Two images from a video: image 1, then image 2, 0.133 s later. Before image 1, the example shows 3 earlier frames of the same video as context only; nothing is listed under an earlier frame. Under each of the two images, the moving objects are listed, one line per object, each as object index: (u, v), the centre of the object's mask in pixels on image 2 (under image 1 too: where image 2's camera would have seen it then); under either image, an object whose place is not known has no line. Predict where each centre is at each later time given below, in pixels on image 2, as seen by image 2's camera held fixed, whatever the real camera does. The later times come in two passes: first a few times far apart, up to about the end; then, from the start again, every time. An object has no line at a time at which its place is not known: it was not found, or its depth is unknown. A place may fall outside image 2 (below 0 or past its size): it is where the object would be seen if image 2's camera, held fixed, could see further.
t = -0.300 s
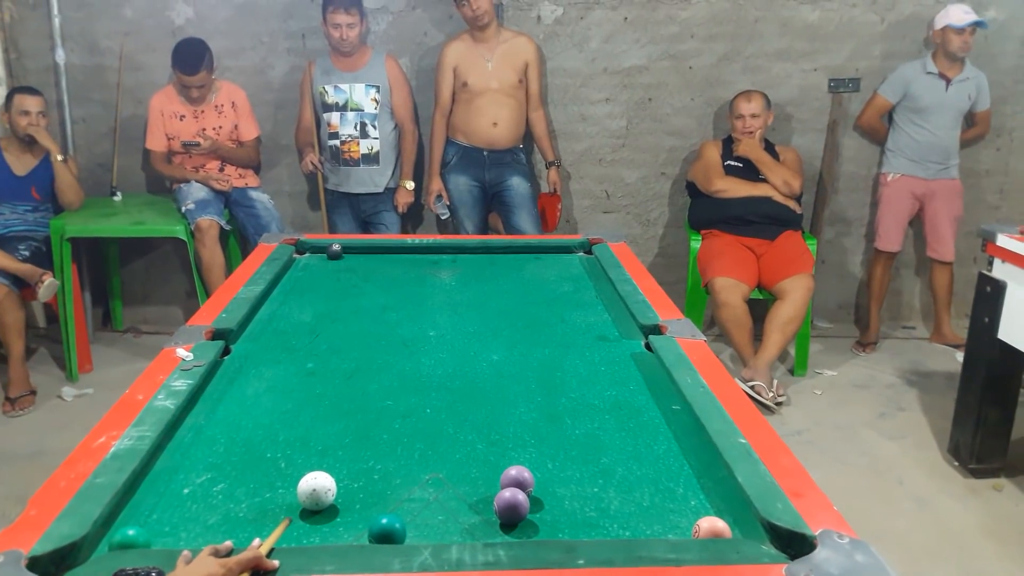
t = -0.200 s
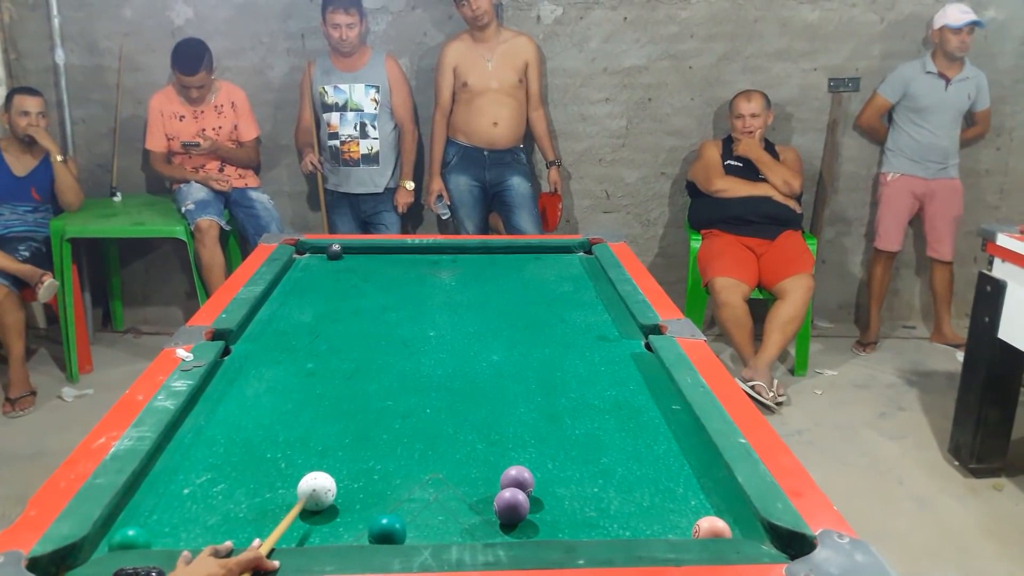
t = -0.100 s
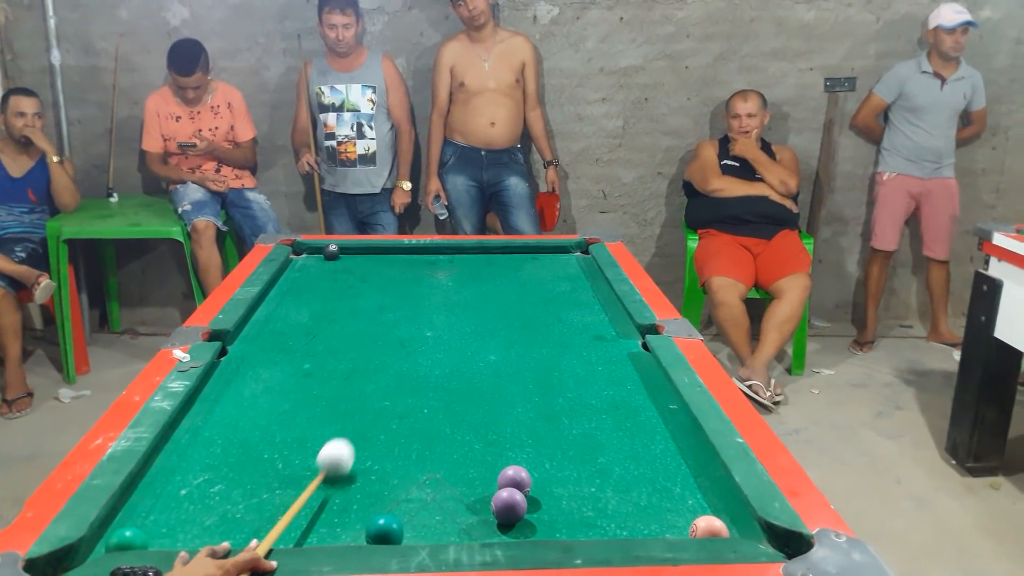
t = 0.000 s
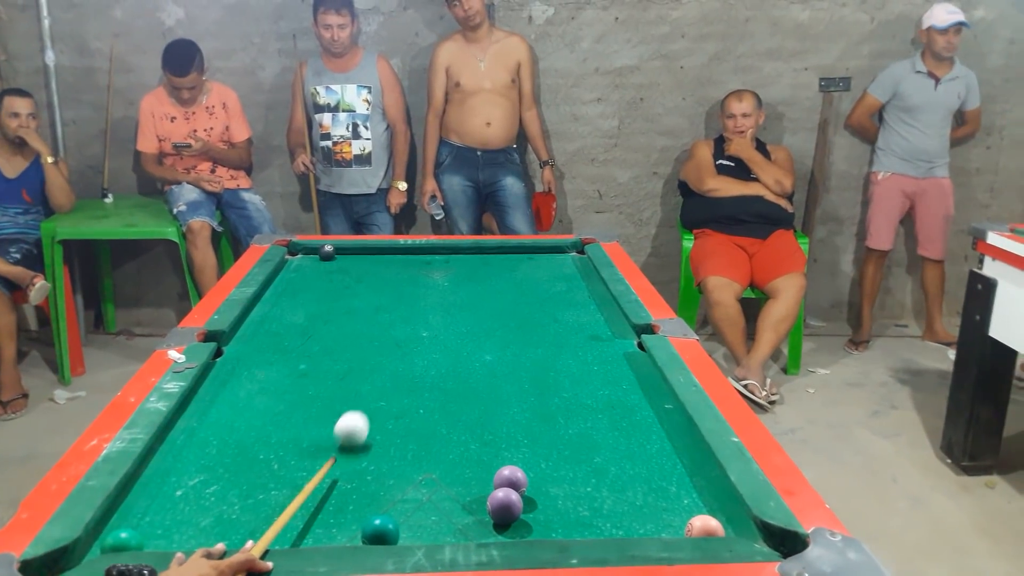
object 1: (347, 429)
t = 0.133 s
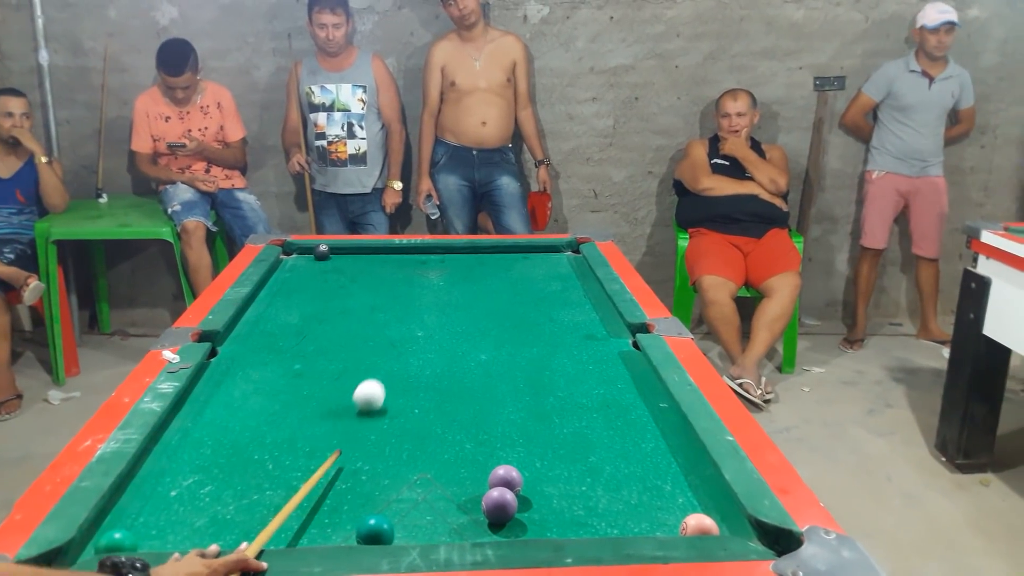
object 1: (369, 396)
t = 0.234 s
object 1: (384, 375)
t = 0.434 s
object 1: (408, 340)
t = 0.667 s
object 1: (429, 308)
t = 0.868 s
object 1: (444, 286)
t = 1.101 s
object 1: (458, 265)
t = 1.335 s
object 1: (470, 249)
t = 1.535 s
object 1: (478, 260)
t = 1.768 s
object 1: (488, 273)
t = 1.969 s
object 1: (497, 285)
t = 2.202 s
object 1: (509, 300)
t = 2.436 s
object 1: (523, 316)
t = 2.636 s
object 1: (535, 331)
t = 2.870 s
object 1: (550, 349)
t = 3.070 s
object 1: (563, 365)
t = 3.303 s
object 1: (580, 386)
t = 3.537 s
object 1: (598, 407)
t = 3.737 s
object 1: (614, 427)
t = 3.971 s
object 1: (633, 450)
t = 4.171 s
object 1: (651, 471)
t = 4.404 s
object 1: (673, 496)
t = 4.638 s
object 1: (686, 506)
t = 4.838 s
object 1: (689, 503)
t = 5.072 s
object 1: (691, 502)
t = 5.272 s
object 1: (691, 501)
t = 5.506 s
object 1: (690, 501)
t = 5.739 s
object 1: (690, 502)
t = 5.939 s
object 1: (689, 502)
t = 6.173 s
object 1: (689, 502)
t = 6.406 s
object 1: (689, 502)
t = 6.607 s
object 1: (689, 502)
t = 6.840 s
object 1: (689, 502)
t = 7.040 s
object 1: (690, 502)
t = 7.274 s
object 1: (689, 502)
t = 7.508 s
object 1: (689, 502)
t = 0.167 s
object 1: (375, 388)
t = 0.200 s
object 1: (379, 381)
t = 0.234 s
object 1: (384, 375)
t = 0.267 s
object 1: (388, 368)
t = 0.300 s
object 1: (392, 362)
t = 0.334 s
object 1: (396, 356)
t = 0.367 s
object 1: (400, 350)
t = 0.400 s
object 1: (404, 345)
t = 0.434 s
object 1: (408, 340)
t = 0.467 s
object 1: (411, 335)
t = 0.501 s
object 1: (414, 330)
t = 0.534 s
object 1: (418, 325)
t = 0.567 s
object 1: (421, 321)
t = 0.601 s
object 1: (424, 316)
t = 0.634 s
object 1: (427, 312)
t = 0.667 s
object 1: (429, 308)
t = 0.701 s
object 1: (432, 304)
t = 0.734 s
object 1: (435, 300)
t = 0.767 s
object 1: (437, 297)
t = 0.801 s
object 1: (440, 293)
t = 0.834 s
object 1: (442, 290)
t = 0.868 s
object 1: (444, 286)
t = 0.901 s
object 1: (446, 283)
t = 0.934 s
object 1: (449, 280)
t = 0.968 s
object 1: (451, 277)
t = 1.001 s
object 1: (453, 274)
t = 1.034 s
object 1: (455, 271)
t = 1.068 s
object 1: (457, 268)
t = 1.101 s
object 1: (458, 265)
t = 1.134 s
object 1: (460, 263)
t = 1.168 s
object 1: (462, 260)
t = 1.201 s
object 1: (464, 257)
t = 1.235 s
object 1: (465, 255)
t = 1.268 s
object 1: (467, 253)
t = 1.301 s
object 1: (468, 250)
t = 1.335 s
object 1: (470, 249)
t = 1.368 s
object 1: (471, 251)
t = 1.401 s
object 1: (472, 253)
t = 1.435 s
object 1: (474, 255)
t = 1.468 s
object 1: (475, 256)
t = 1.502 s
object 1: (476, 258)
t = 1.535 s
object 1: (478, 260)
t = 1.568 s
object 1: (479, 262)
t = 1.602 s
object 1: (481, 264)
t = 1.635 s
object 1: (482, 266)
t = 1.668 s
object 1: (484, 268)
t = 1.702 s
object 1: (485, 269)
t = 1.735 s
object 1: (486, 271)
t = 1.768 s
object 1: (488, 273)
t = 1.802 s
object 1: (489, 275)
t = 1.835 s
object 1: (491, 277)
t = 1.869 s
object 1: (493, 279)
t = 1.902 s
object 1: (494, 281)
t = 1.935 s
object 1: (496, 283)
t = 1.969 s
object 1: (497, 285)
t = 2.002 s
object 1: (499, 287)
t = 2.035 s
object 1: (500, 290)
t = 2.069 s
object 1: (502, 292)
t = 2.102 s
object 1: (504, 294)
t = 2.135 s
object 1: (506, 296)
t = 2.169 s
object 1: (508, 298)
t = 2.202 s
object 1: (509, 300)
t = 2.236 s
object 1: (511, 303)
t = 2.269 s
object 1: (513, 305)
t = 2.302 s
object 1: (515, 307)
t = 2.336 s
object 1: (517, 309)
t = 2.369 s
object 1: (519, 312)
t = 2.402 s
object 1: (521, 314)
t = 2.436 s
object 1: (523, 316)
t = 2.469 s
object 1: (525, 319)
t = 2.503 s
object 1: (527, 321)
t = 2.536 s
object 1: (529, 324)
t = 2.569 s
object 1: (531, 326)
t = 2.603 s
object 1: (533, 328)
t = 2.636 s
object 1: (535, 331)
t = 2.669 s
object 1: (537, 333)
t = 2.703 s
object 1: (539, 336)
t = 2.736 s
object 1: (541, 338)
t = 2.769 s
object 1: (543, 341)
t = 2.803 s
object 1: (545, 344)
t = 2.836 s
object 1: (548, 347)
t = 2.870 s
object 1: (550, 349)
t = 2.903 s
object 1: (552, 352)
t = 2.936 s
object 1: (554, 355)
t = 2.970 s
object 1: (556, 357)
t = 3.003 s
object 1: (559, 360)
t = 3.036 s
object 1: (561, 363)
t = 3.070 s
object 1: (563, 365)
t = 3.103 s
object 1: (566, 368)
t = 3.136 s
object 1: (568, 371)
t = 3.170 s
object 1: (570, 374)
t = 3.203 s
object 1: (573, 377)
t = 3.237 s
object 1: (575, 380)
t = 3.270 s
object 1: (578, 383)
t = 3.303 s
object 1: (580, 386)
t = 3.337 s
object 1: (582, 389)
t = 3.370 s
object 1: (585, 392)
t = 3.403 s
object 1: (587, 395)
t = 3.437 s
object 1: (590, 398)
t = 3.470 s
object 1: (593, 401)
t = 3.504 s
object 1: (595, 405)
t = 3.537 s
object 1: (598, 407)
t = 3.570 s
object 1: (600, 411)
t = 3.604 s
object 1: (603, 414)
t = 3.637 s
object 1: (606, 417)
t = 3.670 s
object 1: (608, 421)
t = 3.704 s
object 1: (611, 424)
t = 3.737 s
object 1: (614, 427)
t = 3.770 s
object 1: (616, 430)
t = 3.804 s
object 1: (619, 434)
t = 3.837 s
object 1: (622, 437)
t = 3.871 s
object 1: (625, 440)
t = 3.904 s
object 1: (627, 443)
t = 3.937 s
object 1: (630, 447)
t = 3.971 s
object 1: (633, 450)
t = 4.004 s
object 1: (636, 454)
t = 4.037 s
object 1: (639, 457)
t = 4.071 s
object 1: (642, 461)
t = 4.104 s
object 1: (645, 464)
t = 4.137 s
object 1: (647, 468)
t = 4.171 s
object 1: (651, 471)
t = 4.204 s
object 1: (654, 475)
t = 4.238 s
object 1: (656, 478)
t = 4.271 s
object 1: (660, 482)
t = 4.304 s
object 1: (663, 485)
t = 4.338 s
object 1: (666, 489)
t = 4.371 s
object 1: (669, 493)
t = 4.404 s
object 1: (673, 496)
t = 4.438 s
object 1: (676, 499)
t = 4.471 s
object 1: (678, 502)
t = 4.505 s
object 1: (681, 504)
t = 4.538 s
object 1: (683, 506)
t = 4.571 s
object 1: (685, 507)
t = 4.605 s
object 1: (686, 507)
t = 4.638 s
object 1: (686, 506)
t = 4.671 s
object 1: (686, 505)
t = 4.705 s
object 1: (687, 505)
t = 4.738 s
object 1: (687, 504)
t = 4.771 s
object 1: (688, 504)
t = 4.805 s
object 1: (689, 504)
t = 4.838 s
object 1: (689, 503)
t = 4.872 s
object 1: (689, 503)
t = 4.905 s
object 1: (690, 503)
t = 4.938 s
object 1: (690, 503)
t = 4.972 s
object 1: (690, 502)
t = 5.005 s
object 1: (690, 502)
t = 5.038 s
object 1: (691, 502)
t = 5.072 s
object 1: (691, 502)
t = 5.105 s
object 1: (691, 501)
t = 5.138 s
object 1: (691, 501)
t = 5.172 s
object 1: (691, 501)
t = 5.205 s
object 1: (691, 501)
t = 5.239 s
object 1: (691, 501)
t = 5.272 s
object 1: (691, 501)
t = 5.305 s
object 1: (690, 501)
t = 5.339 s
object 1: (690, 501)
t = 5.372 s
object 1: (691, 501)
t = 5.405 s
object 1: (690, 501)
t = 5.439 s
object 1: (691, 501)
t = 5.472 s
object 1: (690, 501)
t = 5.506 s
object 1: (690, 501)
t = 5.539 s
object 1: (690, 501)
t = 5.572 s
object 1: (690, 501)
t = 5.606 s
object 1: (690, 502)
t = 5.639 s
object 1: (690, 501)
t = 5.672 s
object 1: (690, 502)
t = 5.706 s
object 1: (689, 502)
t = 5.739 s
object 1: (690, 502)
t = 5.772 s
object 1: (689, 502)
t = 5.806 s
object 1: (690, 502)
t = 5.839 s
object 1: (689, 502)
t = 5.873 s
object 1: (689, 502)
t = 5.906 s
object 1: (689, 502)
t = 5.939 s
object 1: (689, 502)
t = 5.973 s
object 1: (689, 502)
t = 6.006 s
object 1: (689, 502)
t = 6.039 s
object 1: (689, 502)
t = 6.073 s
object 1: (689, 502)
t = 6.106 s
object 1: (689, 502)
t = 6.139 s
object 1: (689, 502)
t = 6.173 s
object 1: (689, 502)
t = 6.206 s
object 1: (689, 502)
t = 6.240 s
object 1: (689, 502)
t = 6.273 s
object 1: (689, 502)
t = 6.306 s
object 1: (689, 502)
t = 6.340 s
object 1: (689, 502)
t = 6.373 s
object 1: (690, 502)
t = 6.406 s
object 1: (689, 502)
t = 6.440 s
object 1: (690, 502)
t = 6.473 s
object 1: (689, 502)
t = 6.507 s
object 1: (689, 502)
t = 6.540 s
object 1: (689, 502)
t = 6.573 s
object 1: (689, 502)
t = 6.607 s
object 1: (689, 502)
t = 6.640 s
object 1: (689, 502)
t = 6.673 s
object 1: (690, 502)
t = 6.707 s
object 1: (690, 502)
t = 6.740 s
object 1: (689, 502)
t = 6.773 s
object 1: (689, 502)
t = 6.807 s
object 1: (689, 502)
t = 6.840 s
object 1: (689, 502)
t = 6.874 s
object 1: (689, 502)
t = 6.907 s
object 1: (690, 502)
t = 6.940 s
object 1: (690, 502)
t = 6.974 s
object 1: (689, 502)
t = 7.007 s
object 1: (689, 502)
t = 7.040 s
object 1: (690, 502)
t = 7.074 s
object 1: (689, 502)
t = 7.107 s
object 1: (689, 502)
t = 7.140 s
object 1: (689, 502)
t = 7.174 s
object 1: (689, 502)
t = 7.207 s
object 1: (689, 502)
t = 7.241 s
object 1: (689, 502)
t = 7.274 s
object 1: (689, 502)
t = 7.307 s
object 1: (689, 502)
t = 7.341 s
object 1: (690, 503)
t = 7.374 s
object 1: (689, 502)
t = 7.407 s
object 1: (689, 502)
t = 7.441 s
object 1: (689, 502)
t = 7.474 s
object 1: (689, 502)
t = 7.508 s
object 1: (689, 502)
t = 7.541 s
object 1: (689, 502)
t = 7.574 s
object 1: (689, 502)
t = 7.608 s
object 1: (689, 502)
